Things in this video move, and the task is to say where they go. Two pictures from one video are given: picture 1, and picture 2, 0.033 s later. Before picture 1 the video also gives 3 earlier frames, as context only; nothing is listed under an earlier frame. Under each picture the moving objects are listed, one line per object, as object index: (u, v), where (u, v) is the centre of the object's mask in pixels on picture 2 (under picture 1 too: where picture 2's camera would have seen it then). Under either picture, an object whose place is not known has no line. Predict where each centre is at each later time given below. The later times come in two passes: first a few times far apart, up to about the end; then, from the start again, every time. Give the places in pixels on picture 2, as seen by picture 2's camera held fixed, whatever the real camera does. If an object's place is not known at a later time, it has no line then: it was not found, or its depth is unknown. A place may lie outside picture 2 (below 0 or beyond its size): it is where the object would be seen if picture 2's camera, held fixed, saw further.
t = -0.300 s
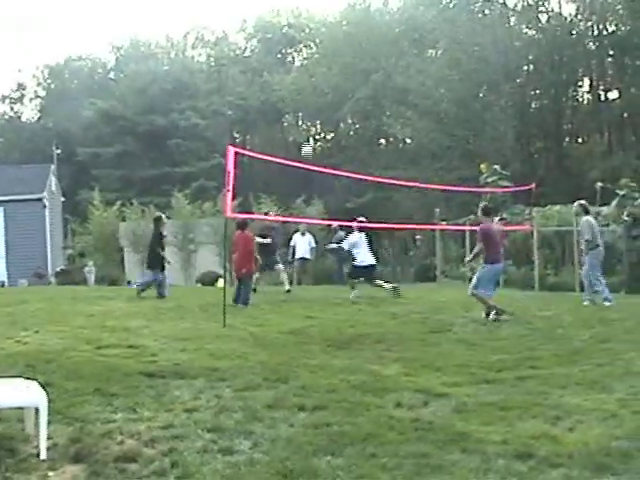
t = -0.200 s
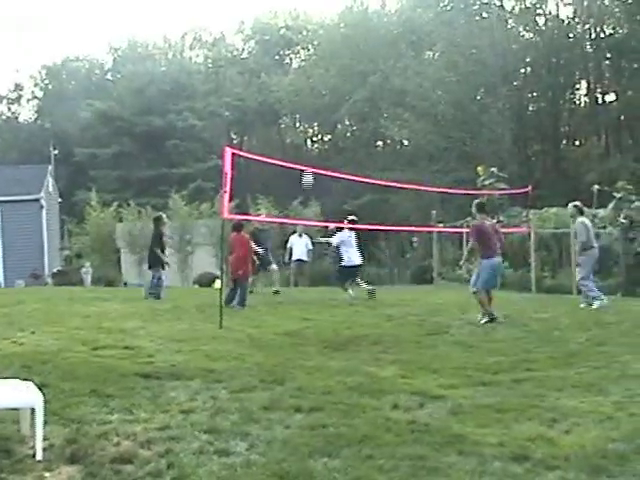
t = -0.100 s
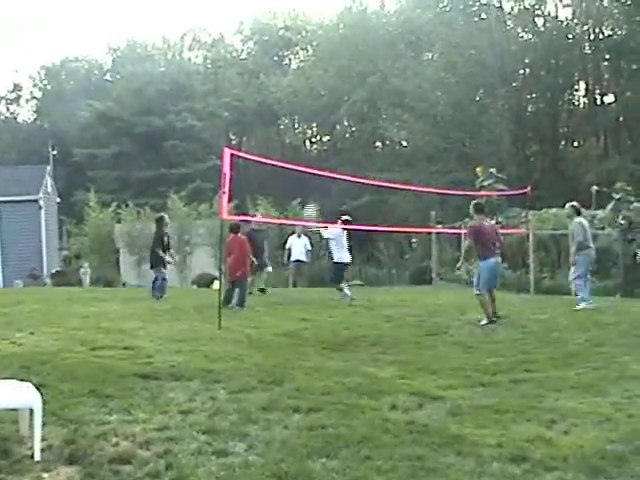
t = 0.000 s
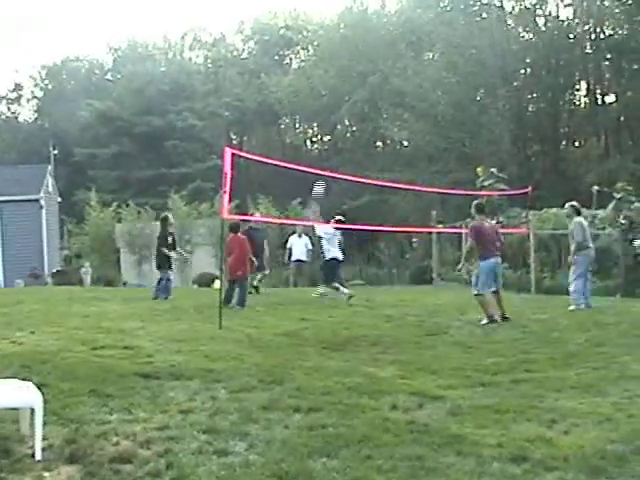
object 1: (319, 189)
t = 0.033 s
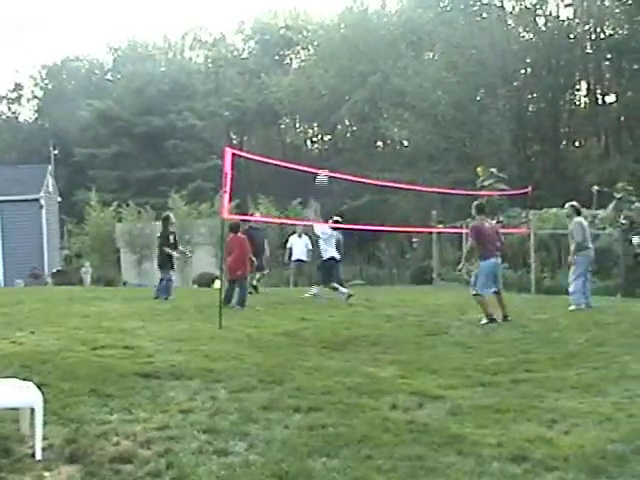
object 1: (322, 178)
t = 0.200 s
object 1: (340, 128)
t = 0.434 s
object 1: (367, 79)
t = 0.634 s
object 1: (396, 61)
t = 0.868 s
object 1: (436, 73)
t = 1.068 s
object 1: (478, 121)
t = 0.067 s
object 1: (326, 164)
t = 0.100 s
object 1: (329, 156)
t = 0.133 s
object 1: (332, 146)
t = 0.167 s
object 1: (336, 137)
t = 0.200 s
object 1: (340, 128)
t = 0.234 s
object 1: (343, 120)
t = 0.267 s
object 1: (347, 111)
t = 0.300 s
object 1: (350, 102)
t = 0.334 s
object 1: (354, 96)
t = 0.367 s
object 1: (358, 90)
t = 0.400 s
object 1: (363, 84)
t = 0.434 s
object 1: (367, 79)
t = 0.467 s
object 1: (372, 75)
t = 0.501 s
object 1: (376, 71)
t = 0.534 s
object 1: (381, 67)
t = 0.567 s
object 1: (387, 65)
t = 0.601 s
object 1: (391, 62)
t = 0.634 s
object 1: (396, 61)
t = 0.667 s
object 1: (401, 61)
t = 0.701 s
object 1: (406, 61)
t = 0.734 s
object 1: (413, 61)
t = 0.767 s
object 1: (418, 64)
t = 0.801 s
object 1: (424, 66)
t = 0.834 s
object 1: (430, 69)
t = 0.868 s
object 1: (436, 73)
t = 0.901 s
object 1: (442, 79)
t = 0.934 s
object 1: (449, 85)
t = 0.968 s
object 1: (456, 93)
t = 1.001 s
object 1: (463, 100)
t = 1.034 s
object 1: (470, 110)
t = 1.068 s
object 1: (478, 121)
